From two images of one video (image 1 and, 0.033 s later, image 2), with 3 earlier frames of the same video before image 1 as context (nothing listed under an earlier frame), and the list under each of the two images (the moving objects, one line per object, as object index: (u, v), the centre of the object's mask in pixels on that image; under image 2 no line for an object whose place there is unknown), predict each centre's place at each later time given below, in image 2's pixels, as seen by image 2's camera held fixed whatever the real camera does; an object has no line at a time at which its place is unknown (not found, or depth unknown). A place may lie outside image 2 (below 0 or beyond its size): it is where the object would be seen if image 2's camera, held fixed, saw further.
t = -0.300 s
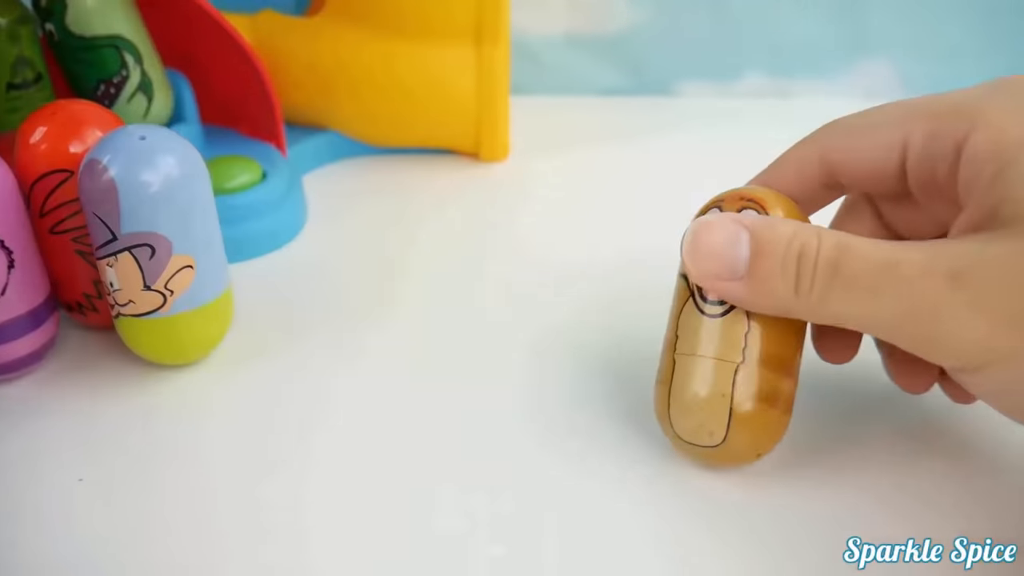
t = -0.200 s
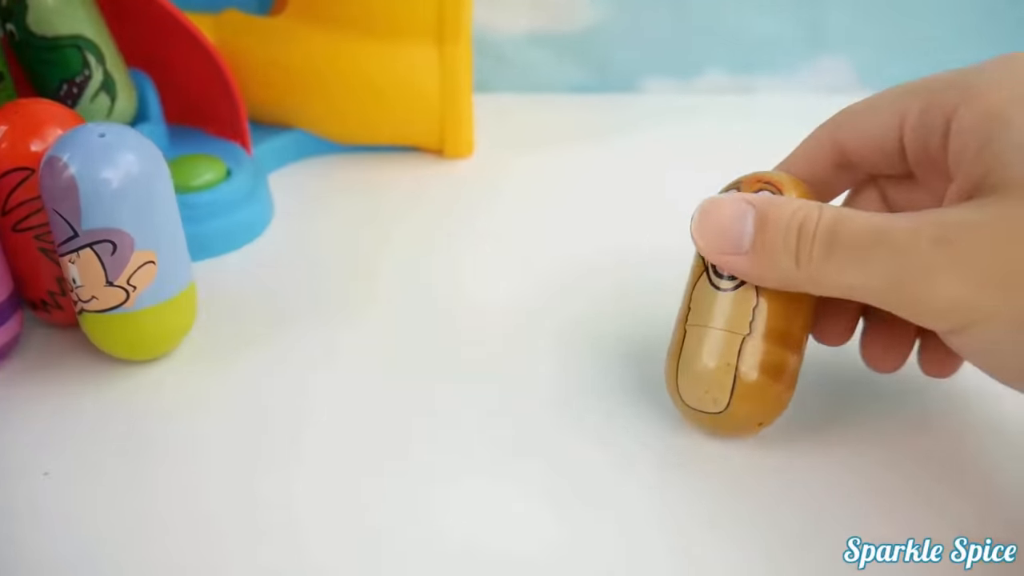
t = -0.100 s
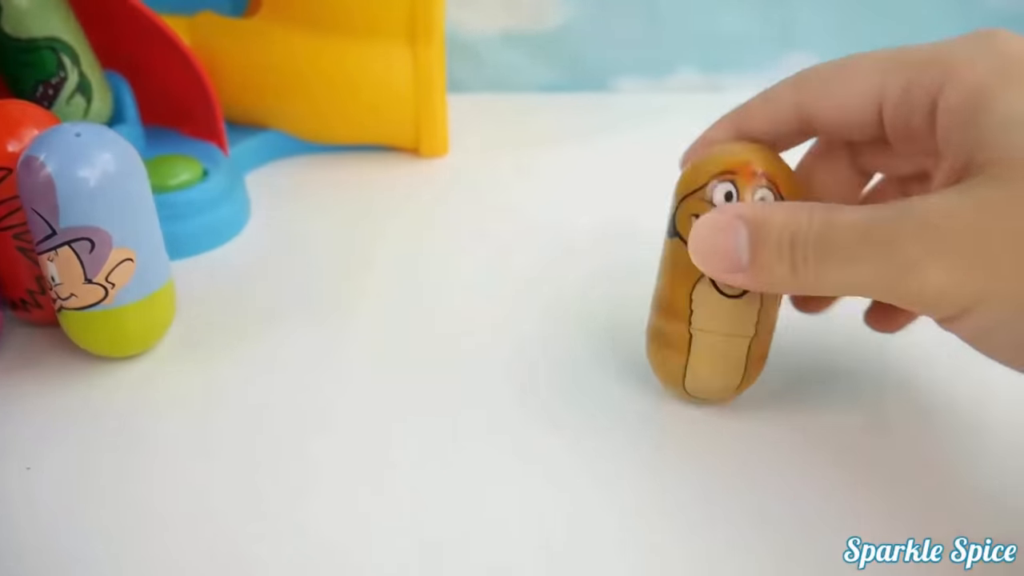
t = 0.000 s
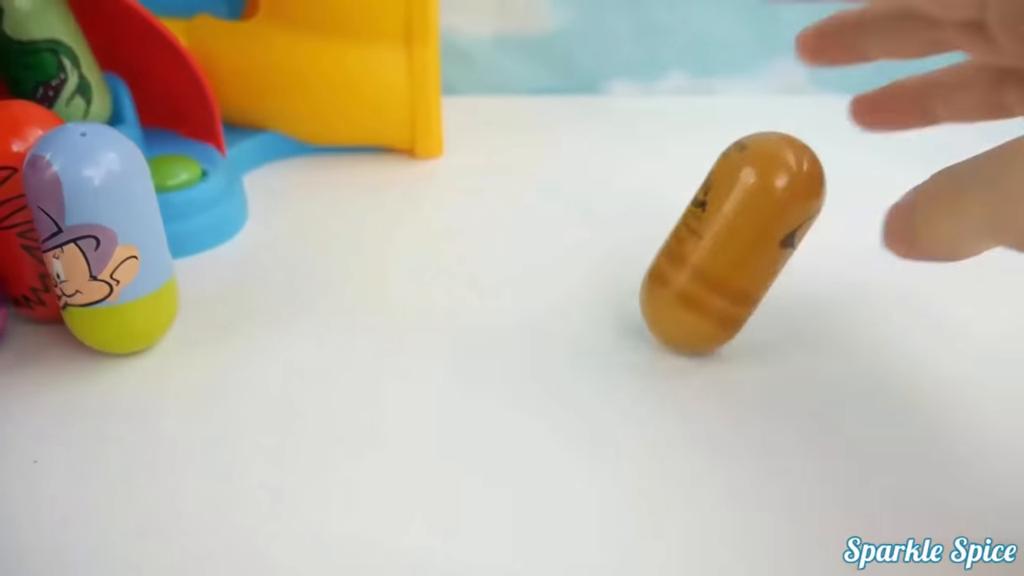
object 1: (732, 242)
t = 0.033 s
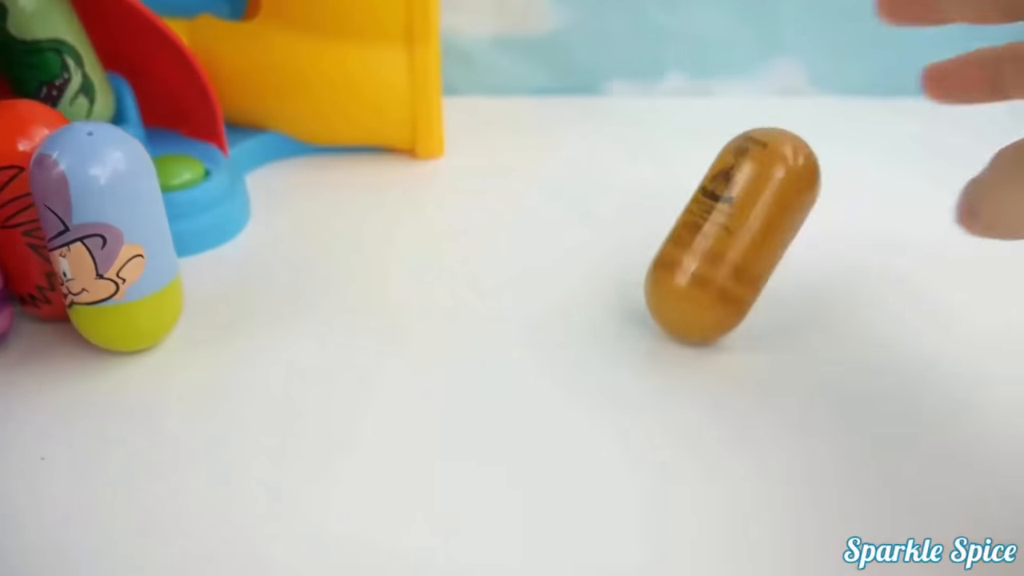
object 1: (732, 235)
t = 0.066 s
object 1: (727, 232)
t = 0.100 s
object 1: (719, 233)
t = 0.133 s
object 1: (711, 235)
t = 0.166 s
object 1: (705, 237)
